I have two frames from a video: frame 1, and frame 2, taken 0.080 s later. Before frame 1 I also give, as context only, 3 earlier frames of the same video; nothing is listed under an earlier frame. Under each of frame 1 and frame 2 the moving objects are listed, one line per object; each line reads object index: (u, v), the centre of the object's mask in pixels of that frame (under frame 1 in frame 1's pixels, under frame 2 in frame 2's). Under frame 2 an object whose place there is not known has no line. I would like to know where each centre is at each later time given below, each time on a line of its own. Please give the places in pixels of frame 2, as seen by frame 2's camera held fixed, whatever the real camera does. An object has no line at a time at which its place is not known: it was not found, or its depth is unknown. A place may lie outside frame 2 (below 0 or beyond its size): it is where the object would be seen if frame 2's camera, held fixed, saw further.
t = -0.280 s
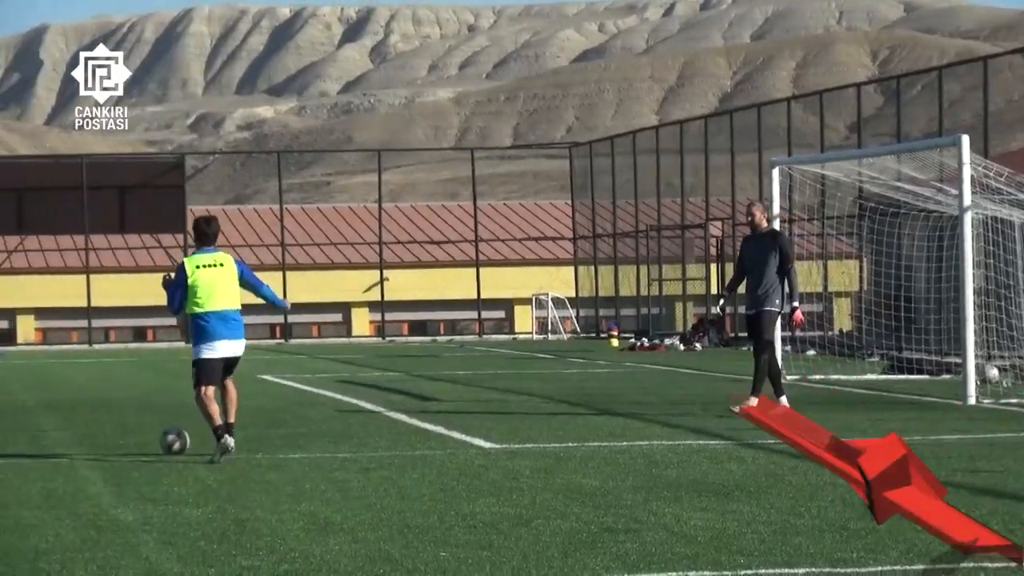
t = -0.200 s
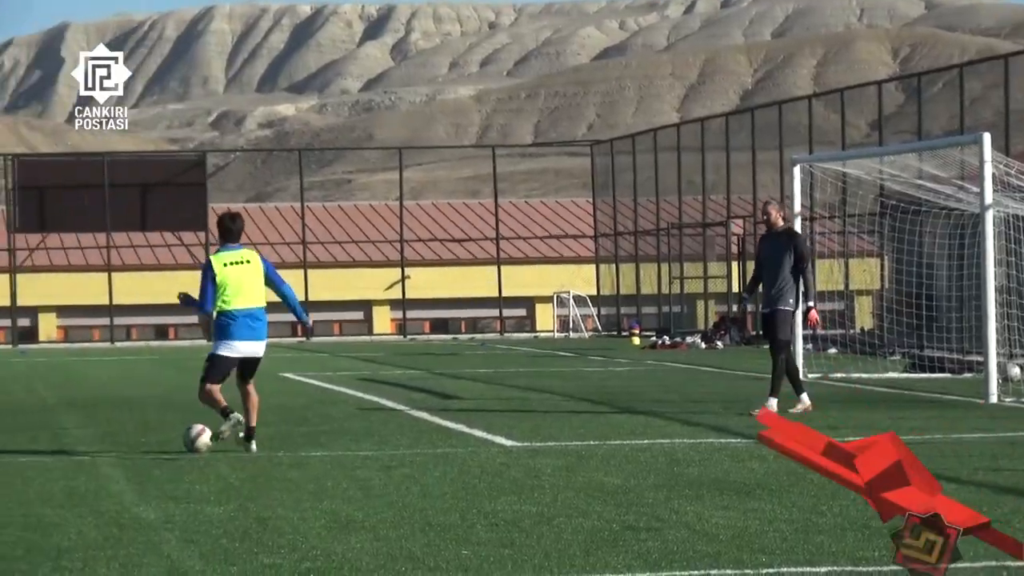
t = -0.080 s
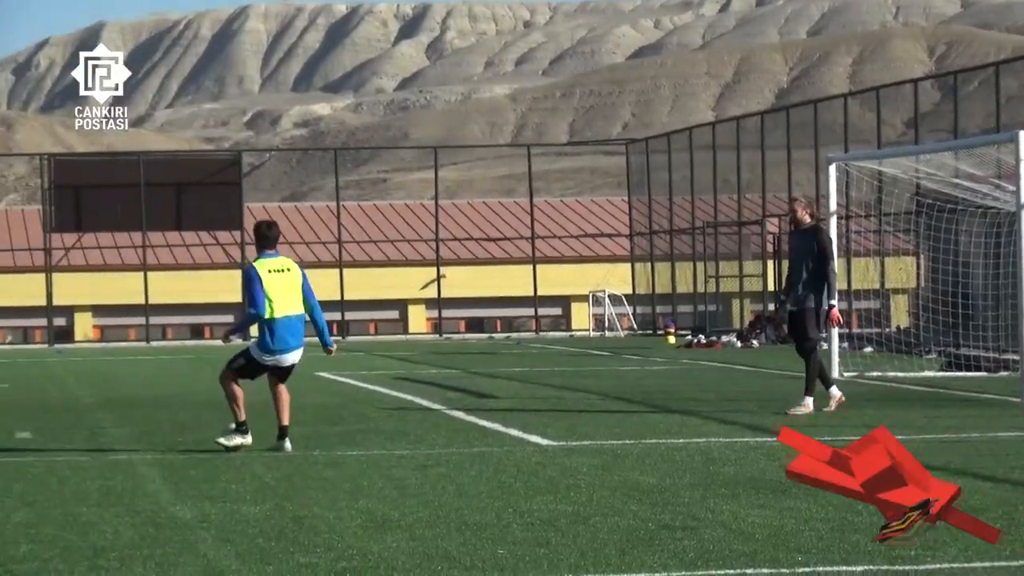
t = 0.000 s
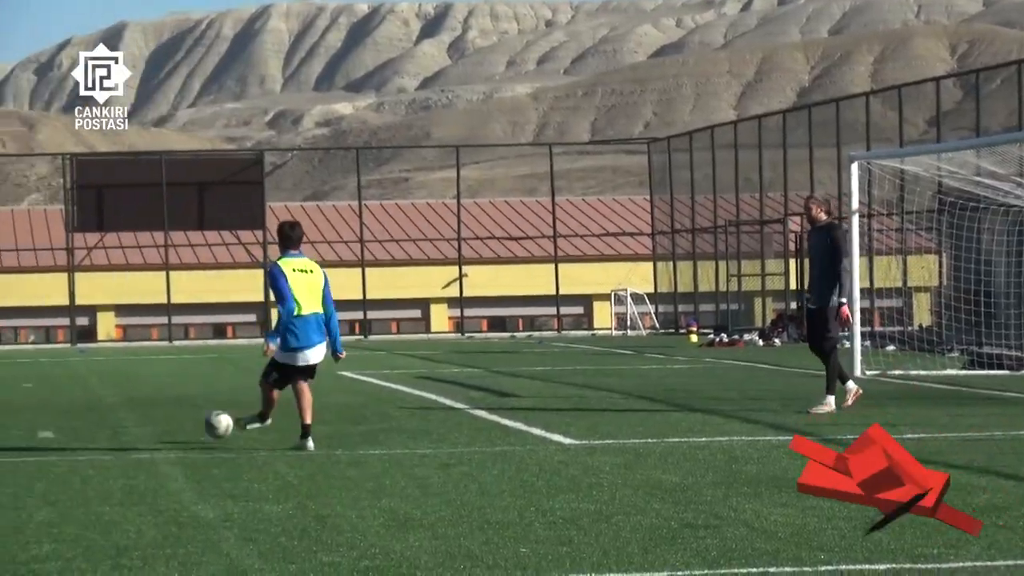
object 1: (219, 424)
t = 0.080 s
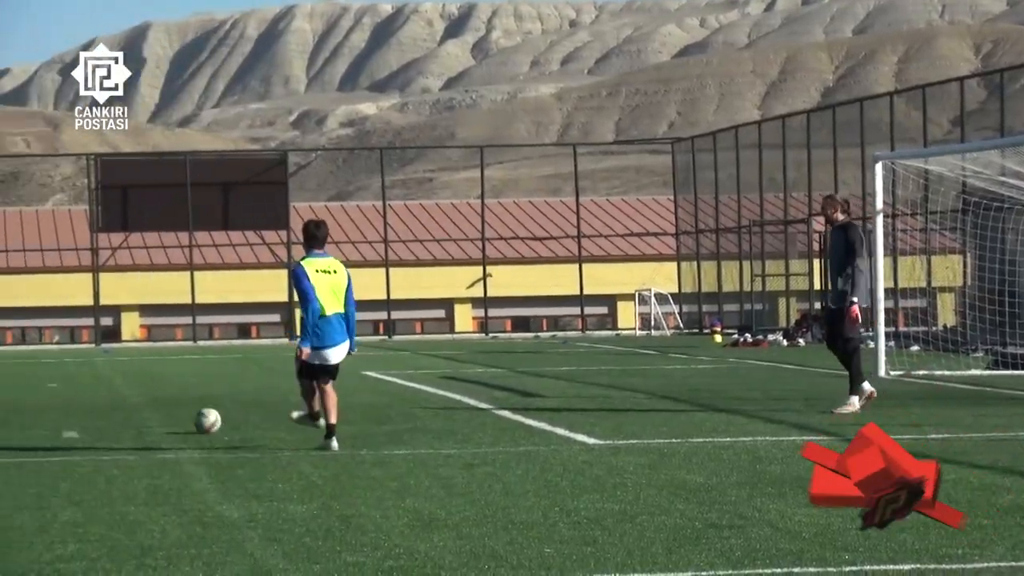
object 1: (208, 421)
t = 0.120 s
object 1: (193, 415)
